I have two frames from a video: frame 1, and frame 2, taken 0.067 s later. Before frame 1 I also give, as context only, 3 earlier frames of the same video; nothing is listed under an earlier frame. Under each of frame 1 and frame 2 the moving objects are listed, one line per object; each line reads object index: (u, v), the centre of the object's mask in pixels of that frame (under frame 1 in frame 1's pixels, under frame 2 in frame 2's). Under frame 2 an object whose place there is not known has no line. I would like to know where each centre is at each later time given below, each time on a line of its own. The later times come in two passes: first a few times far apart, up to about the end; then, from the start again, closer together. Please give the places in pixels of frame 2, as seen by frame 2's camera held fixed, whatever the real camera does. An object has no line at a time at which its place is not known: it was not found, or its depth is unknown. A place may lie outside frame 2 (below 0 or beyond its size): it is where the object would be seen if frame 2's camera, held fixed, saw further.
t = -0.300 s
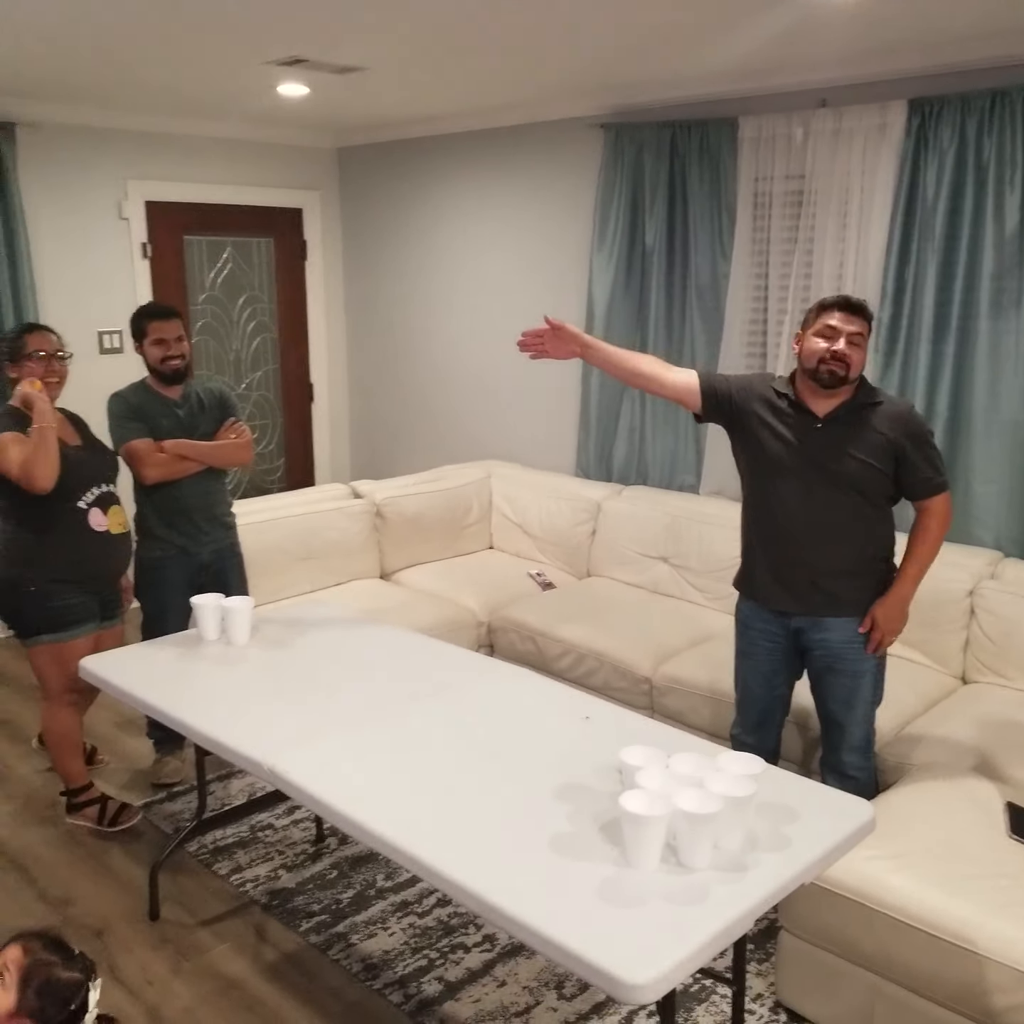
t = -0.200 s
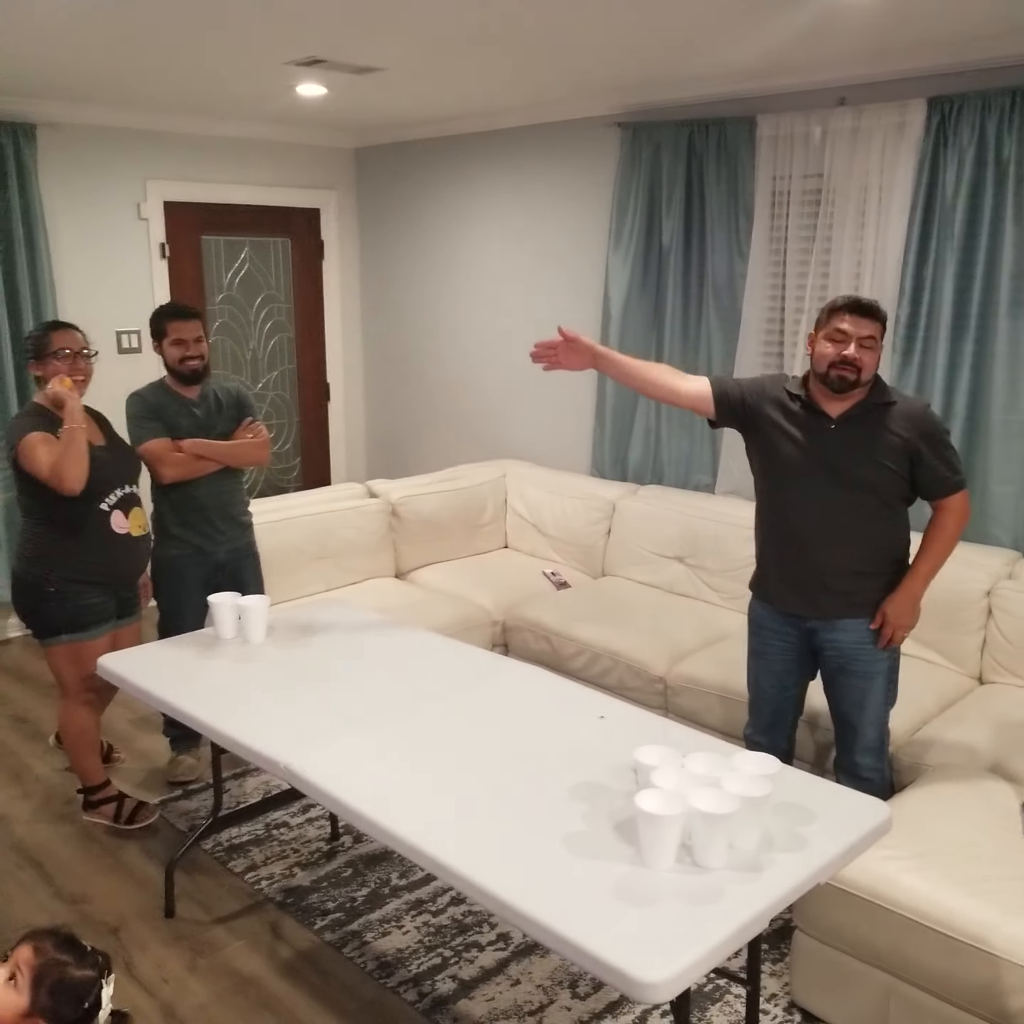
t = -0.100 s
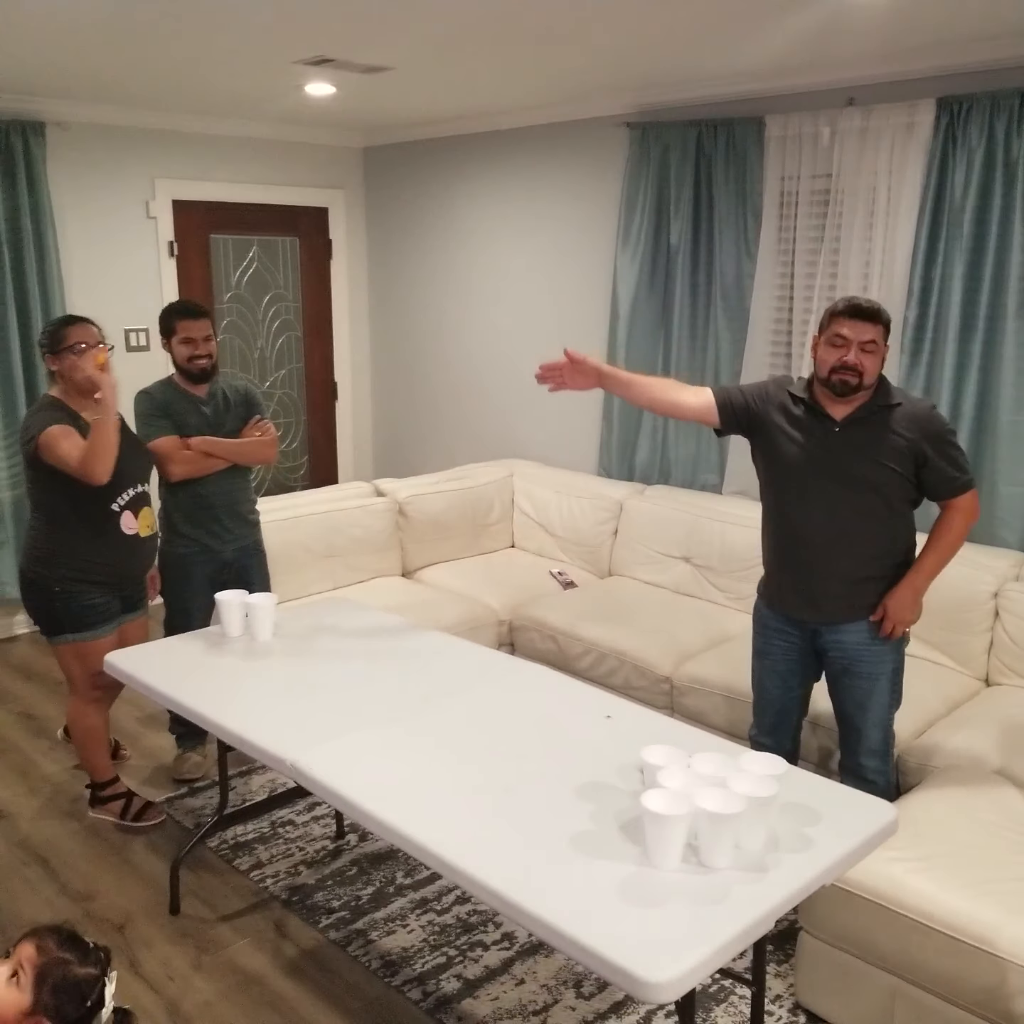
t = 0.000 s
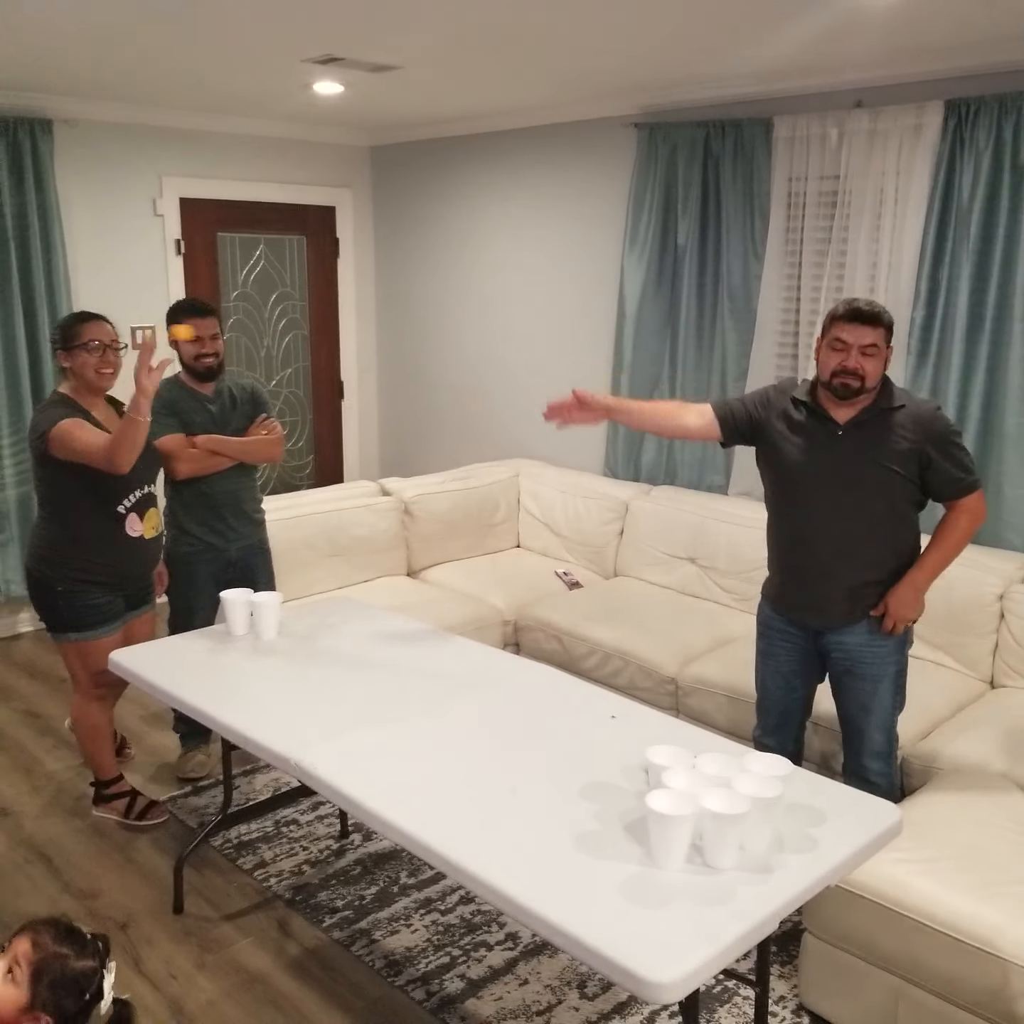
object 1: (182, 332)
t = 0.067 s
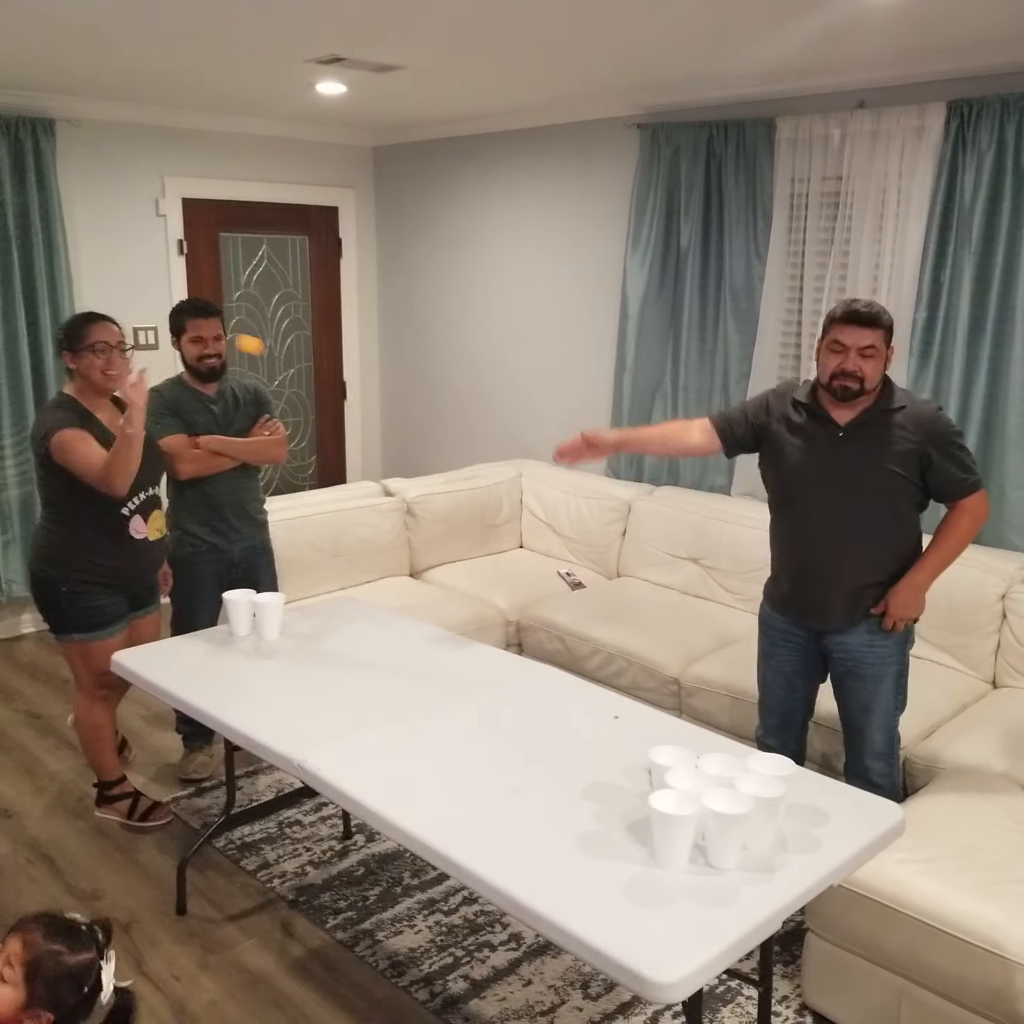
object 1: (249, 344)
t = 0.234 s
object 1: (442, 474)
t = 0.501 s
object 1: (636, 695)
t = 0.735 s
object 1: (577, 770)
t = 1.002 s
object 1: (480, 849)
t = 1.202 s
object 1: (401, 1012)
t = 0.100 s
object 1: (284, 358)
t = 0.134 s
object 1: (322, 378)
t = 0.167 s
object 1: (363, 404)
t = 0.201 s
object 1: (403, 437)
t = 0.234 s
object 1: (442, 474)
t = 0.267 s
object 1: (490, 525)
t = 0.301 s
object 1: (537, 582)
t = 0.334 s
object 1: (585, 650)
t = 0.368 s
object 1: (632, 723)
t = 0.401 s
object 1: (654, 751)
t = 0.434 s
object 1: (649, 728)
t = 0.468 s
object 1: (643, 707)
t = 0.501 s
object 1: (636, 695)
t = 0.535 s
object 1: (629, 685)
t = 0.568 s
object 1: (614, 681)
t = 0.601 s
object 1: (612, 685)
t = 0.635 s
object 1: (604, 698)
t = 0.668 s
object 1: (595, 716)
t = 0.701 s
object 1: (586, 739)
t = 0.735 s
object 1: (577, 770)
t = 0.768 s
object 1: (567, 808)
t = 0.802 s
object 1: (559, 853)
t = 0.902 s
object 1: (521, 849)
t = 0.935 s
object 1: (508, 842)
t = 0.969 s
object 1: (493, 842)
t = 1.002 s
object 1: (480, 849)
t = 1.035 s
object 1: (466, 861)
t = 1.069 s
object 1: (450, 882)
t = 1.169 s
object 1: (408, 980)
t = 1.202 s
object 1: (401, 1012)
